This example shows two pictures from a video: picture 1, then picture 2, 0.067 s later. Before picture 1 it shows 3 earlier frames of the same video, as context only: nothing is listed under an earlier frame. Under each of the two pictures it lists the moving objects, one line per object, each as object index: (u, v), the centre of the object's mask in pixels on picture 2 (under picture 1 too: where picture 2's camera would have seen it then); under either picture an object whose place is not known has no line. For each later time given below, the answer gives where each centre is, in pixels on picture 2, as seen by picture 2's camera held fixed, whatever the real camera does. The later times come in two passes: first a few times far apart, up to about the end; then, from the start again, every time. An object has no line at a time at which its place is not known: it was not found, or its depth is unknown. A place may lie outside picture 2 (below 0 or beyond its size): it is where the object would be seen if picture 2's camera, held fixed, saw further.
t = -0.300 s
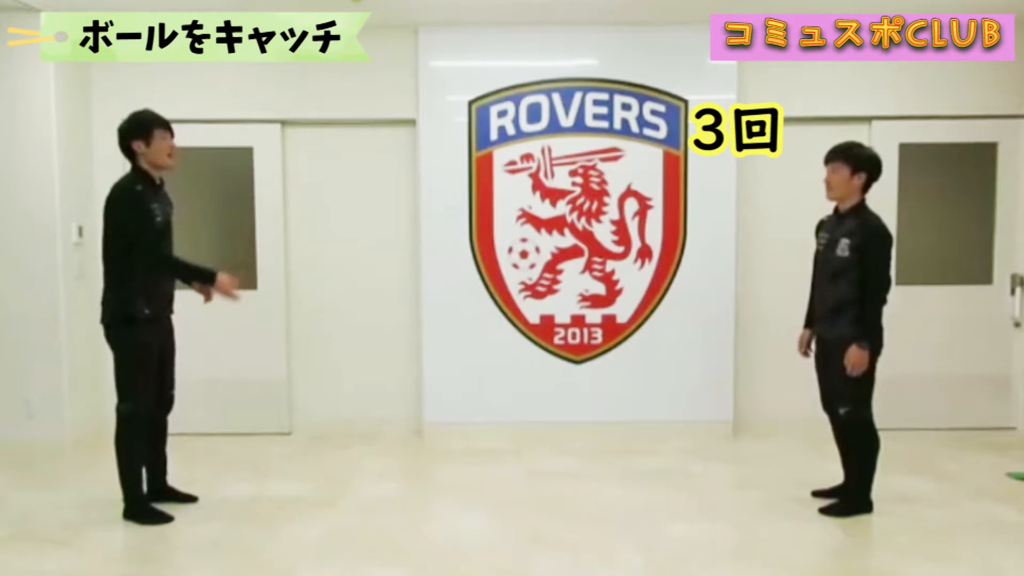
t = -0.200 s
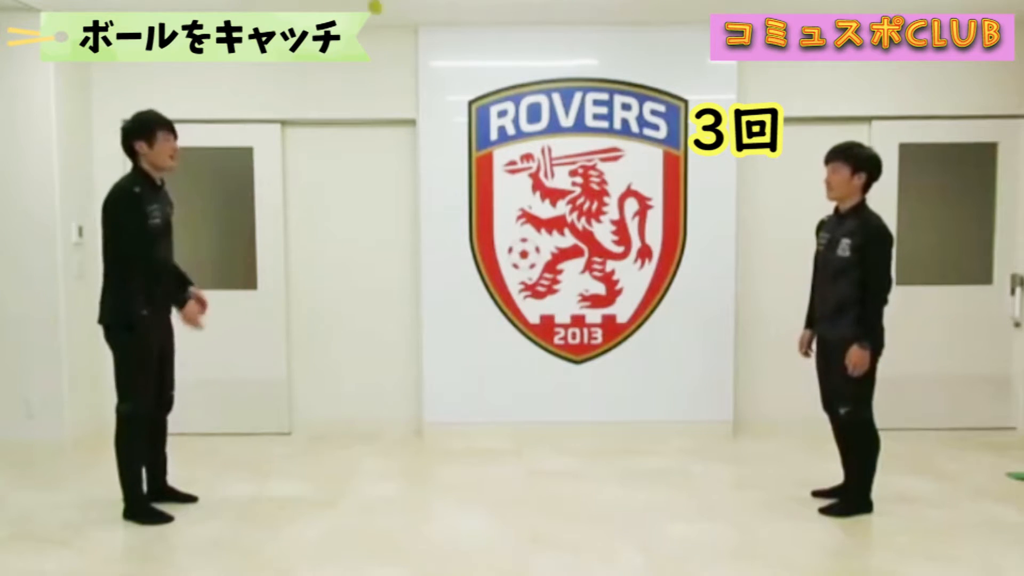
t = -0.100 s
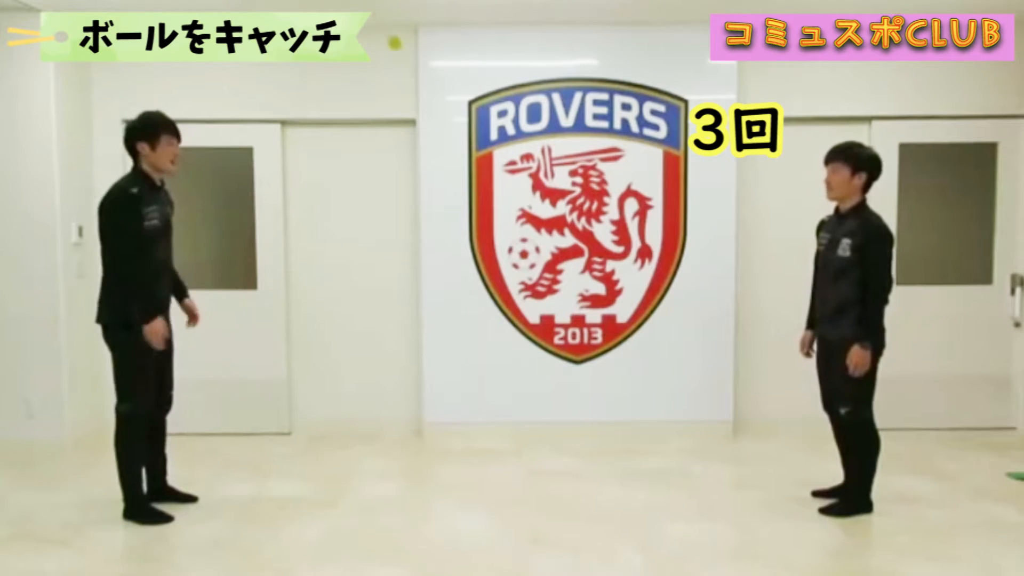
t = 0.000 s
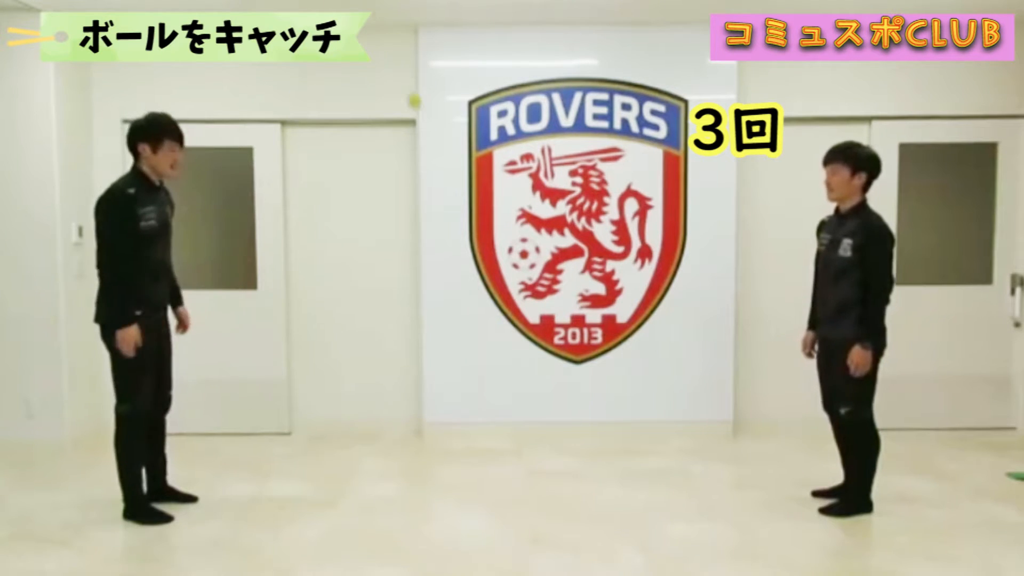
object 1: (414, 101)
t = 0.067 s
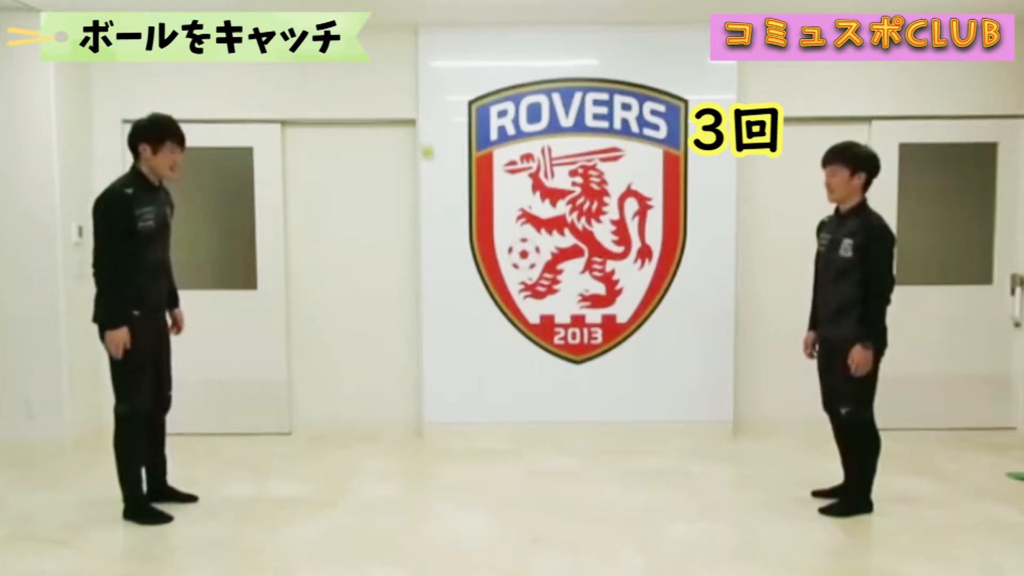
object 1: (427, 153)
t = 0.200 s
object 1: (452, 285)
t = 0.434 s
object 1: (490, 475)
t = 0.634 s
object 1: (513, 336)
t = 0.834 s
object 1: (537, 282)
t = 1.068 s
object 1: (565, 333)
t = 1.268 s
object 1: (591, 478)
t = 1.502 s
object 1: (618, 429)
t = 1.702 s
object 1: (641, 394)
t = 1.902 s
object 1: (665, 453)
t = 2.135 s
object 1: (691, 492)
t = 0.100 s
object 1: (434, 182)
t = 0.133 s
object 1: (440, 214)
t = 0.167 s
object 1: (447, 248)
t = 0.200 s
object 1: (452, 285)
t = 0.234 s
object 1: (459, 324)
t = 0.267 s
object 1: (465, 364)
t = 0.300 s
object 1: (470, 406)
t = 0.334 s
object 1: (477, 454)
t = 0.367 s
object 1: (482, 499)
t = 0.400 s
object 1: (487, 505)
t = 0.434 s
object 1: (490, 475)
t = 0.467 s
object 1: (494, 446)
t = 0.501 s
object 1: (498, 419)
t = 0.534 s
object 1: (501, 395)
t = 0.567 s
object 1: (505, 373)
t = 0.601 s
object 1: (510, 354)
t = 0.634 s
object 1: (513, 336)
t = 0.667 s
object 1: (518, 320)
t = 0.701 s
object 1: (520, 308)
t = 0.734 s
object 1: (525, 297)
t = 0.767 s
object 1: (529, 289)
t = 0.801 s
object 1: (532, 285)
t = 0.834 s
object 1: (537, 282)
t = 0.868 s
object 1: (542, 282)
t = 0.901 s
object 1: (545, 282)
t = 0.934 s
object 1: (549, 288)
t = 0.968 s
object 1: (554, 296)
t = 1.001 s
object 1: (558, 307)
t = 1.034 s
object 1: (563, 319)
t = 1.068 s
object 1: (565, 333)
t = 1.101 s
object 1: (570, 351)
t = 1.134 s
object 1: (574, 370)
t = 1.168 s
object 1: (579, 394)
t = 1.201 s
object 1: (582, 419)
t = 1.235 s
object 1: (587, 447)
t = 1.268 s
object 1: (591, 478)
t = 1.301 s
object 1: (595, 511)
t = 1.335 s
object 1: (598, 527)
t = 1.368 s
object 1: (602, 502)
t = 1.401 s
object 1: (605, 480)
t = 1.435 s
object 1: (610, 460)
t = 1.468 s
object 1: (614, 443)
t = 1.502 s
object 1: (618, 429)
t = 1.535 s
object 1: (621, 417)
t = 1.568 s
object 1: (625, 408)
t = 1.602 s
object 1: (629, 400)
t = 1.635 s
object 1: (633, 396)
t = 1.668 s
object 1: (637, 394)
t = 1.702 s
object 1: (641, 394)
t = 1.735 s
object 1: (644, 397)
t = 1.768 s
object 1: (649, 403)
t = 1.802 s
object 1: (653, 410)
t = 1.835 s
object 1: (657, 422)
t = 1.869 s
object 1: (661, 436)
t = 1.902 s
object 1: (665, 453)
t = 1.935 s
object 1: (669, 471)
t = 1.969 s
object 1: (673, 493)
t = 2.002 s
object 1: (676, 517)
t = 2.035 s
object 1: (680, 544)
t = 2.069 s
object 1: (684, 527)
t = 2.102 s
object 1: (687, 508)
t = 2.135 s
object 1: (691, 492)
